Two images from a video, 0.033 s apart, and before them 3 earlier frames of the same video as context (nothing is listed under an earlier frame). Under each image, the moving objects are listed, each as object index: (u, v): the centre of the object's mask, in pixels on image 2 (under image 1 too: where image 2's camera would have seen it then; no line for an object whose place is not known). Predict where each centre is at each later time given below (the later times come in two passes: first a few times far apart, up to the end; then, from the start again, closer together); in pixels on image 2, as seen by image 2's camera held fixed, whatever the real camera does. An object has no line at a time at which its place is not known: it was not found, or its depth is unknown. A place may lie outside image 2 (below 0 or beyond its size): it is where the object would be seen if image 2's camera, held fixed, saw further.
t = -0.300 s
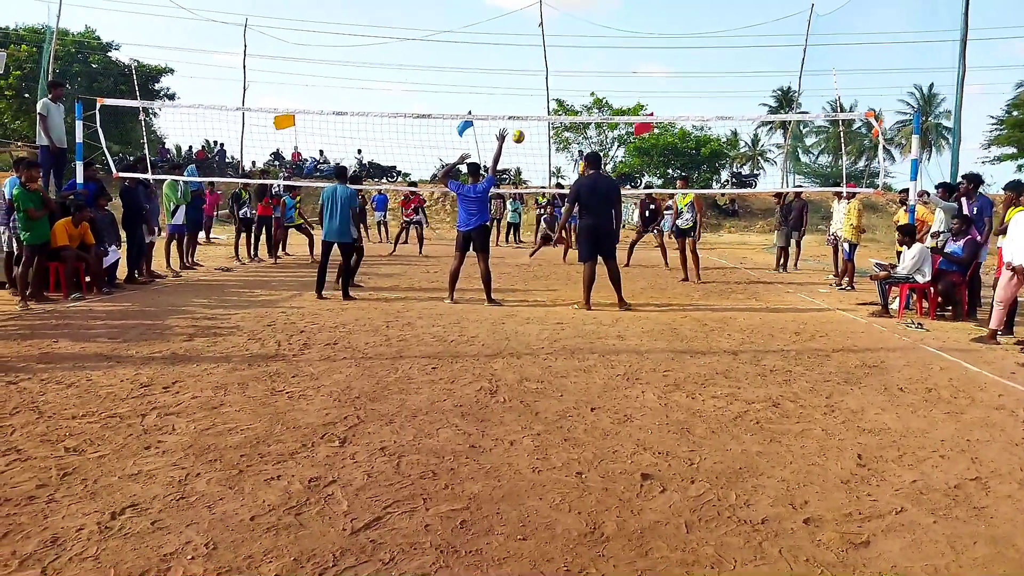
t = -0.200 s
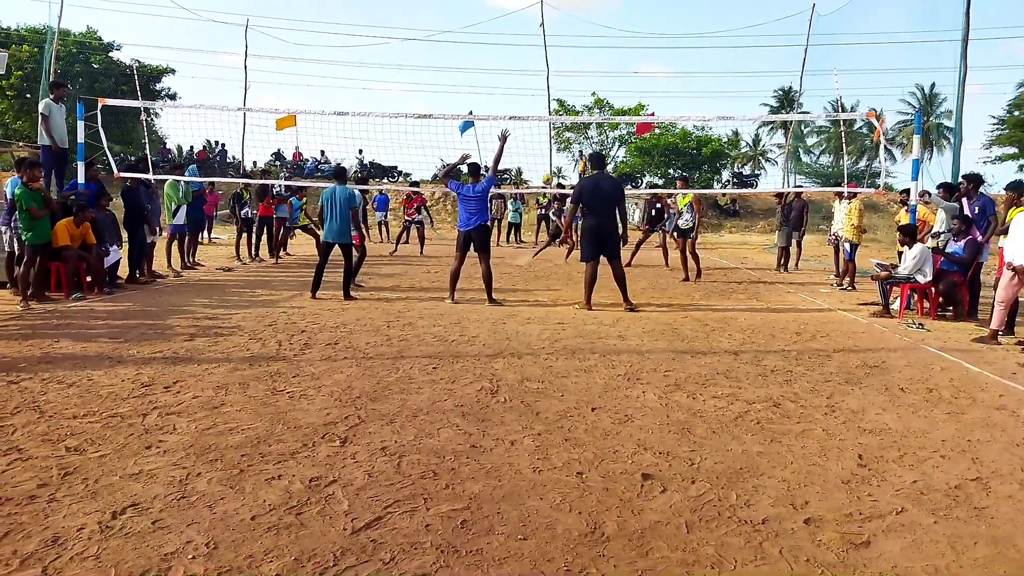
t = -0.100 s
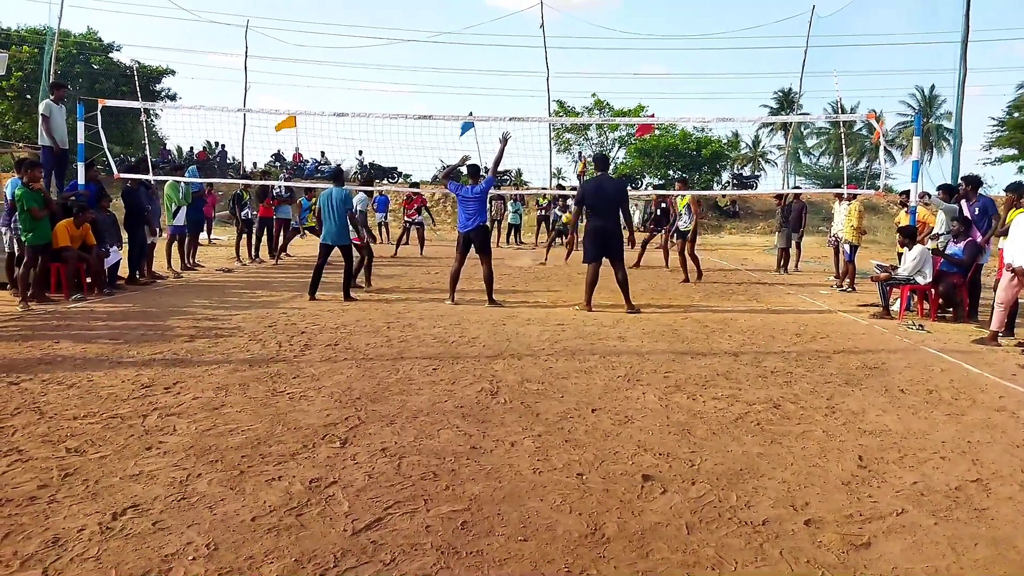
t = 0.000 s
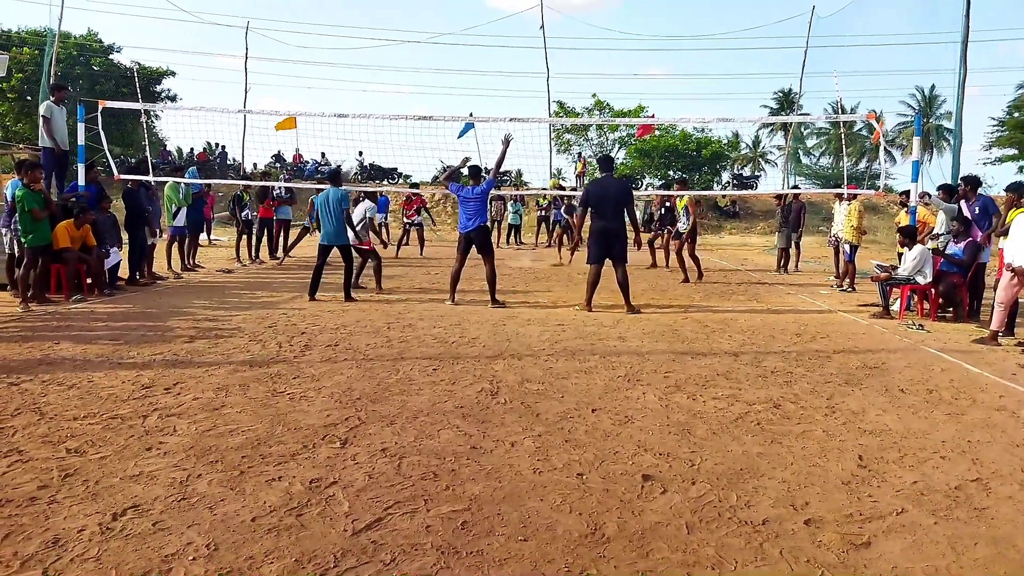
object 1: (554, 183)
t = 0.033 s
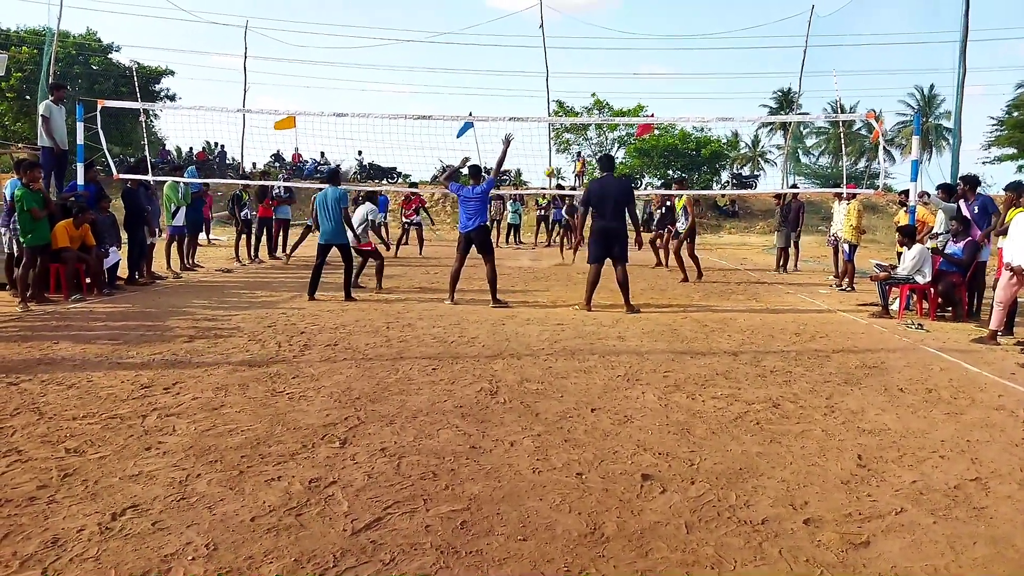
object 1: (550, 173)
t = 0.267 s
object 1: (518, 112)
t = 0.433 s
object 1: (494, 86)
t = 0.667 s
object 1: (461, 73)
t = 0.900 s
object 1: (428, 88)
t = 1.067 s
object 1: (406, 112)
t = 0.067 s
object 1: (544, 161)
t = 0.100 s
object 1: (540, 152)
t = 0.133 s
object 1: (536, 142)
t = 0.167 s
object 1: (531, 134)
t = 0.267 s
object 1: (518, 112)
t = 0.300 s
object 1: (513, 105)
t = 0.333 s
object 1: (508, 100)
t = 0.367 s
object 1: (504, 94)
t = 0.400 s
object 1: (499, 90)
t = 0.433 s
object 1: (494, 86)
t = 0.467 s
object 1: (490, 82)
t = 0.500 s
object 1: (485, 80)
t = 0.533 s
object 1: (481, 77)
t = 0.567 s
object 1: (476, 75)
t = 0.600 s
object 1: (471, 74)
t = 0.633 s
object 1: (467, 74)
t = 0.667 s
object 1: (461, 73)
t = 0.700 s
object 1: (457, 74)
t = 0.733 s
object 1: (452, 74)
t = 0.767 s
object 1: (448, 76)
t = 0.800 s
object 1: (443, 78)
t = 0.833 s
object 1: (438, 81)
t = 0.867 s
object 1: (433, 85)
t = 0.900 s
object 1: (428, 88)
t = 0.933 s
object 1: (423, 93)
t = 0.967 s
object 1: (419, 98)
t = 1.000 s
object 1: (414, 103)
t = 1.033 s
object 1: (409, 109)
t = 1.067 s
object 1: (406, 112)
